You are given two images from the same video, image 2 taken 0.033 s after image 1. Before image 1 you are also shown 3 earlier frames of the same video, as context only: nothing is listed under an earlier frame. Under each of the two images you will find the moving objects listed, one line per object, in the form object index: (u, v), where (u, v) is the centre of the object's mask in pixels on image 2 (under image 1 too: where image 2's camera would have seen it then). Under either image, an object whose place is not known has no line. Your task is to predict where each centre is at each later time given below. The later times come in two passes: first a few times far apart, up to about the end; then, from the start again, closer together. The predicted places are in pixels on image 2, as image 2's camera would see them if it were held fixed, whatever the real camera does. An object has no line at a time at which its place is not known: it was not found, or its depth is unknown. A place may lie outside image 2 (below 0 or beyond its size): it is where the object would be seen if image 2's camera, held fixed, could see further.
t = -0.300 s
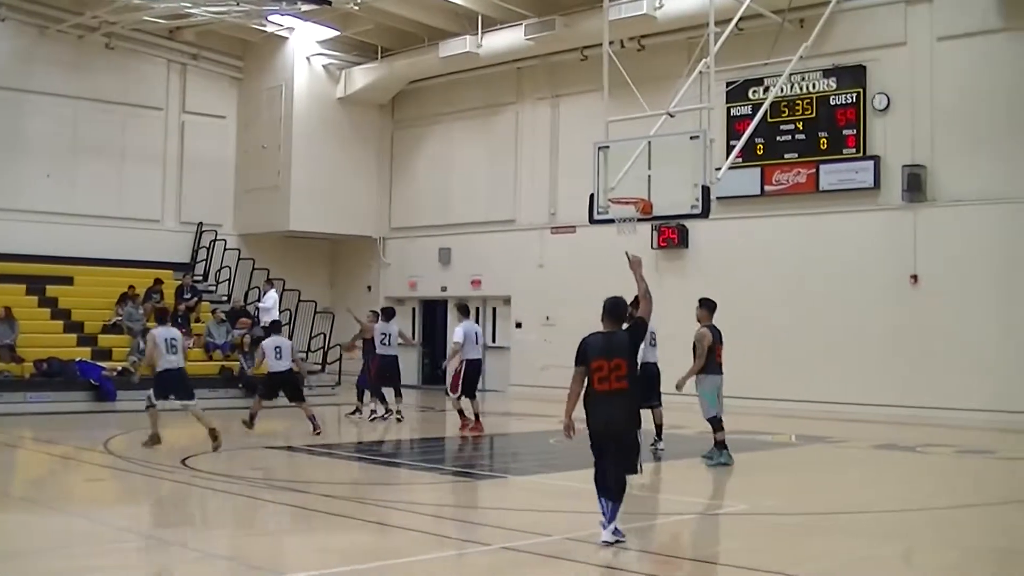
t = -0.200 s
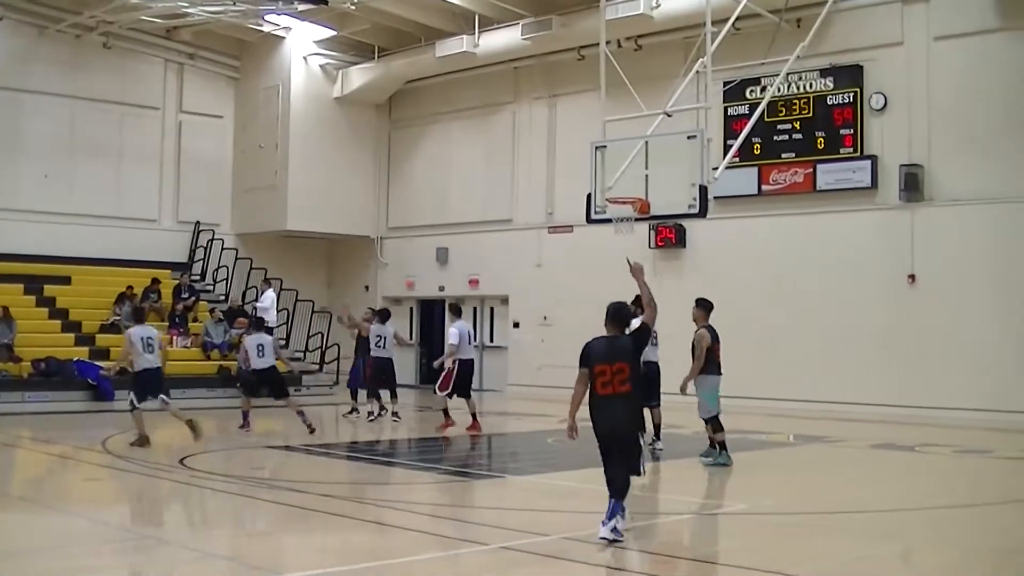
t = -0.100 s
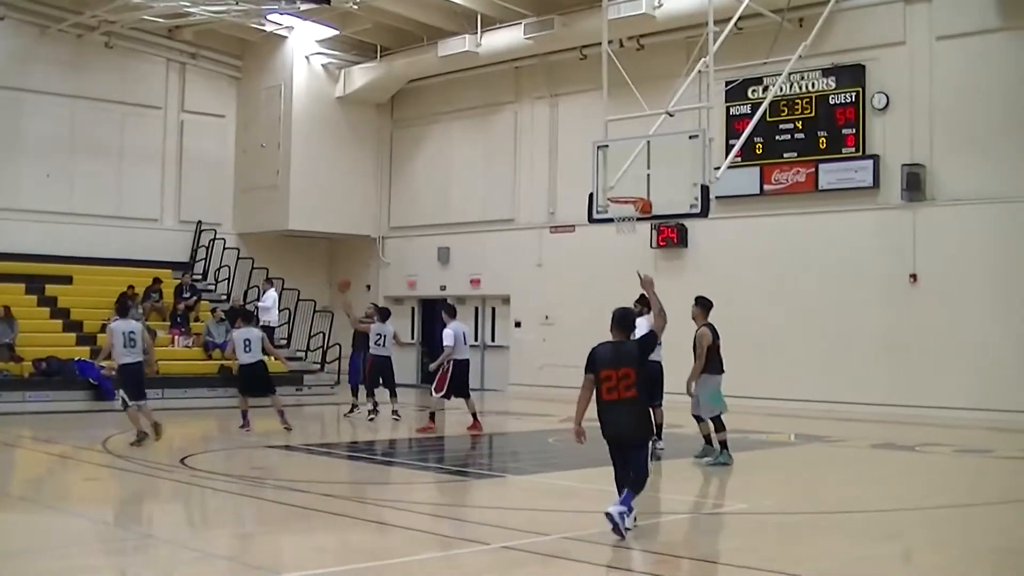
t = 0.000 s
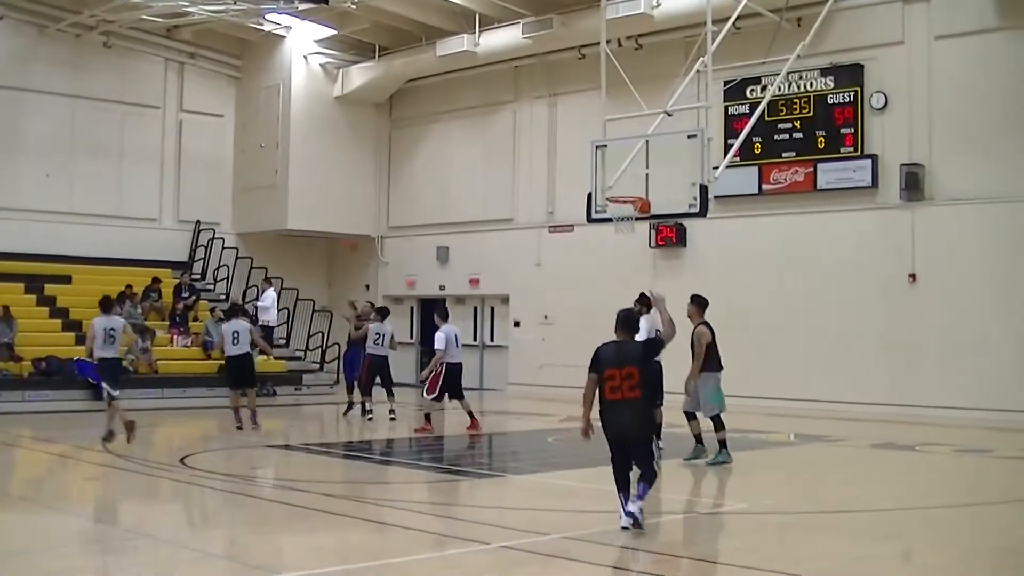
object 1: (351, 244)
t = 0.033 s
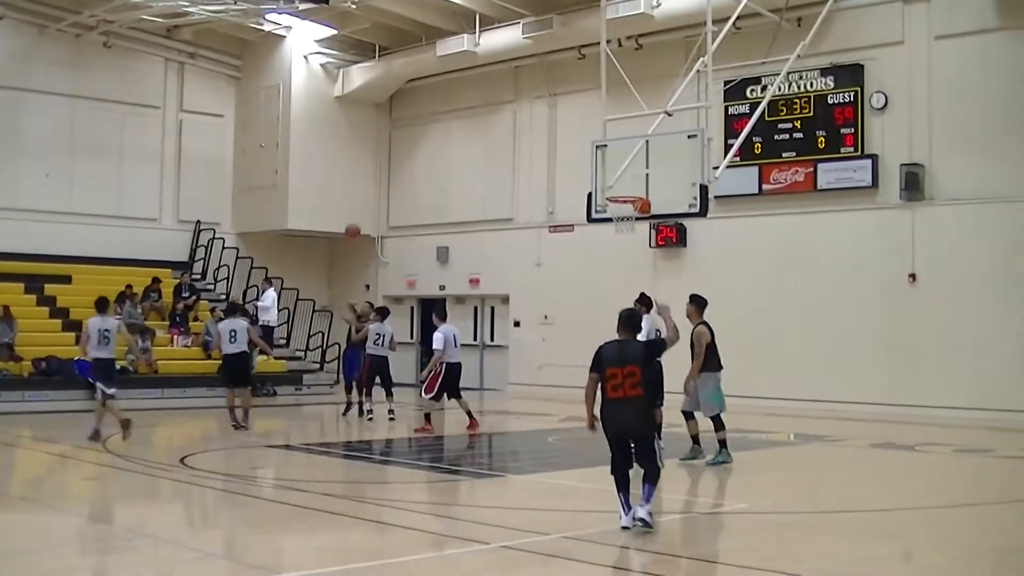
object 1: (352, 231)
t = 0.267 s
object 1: (371, 158)
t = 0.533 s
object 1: (398, 103)
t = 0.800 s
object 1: (432, 97)
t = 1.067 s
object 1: (476, 159)
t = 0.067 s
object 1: (355, 219)
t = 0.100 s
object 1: (358, 207)
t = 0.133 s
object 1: (360, 196)
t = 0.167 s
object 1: (363, 185)
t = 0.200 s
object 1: (366, 175)
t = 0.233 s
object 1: (368, 166)
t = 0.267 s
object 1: (371, 158)
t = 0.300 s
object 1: (375, 148)
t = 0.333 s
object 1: (377, 140)
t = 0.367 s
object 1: (381, 133)
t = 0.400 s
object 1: (385, 127)
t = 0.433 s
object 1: (388, 120)
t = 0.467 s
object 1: (391, 114)
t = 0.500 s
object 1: (396, 110)
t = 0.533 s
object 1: (398, 103)
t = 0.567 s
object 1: (402, 99)
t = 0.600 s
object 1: (406, 96)
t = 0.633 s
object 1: (409, 95)
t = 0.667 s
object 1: (415, 95)
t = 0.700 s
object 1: (418, 94)
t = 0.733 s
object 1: (422, 95)
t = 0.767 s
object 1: (427, 96)
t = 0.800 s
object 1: (432, 97)
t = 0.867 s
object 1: (441, 105)
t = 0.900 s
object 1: (447, 111)
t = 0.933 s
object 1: (452, 117)
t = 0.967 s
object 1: (457, 126)
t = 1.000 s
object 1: (463, 135)
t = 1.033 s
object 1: (469, 146)
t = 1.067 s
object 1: (476, 159)
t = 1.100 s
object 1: (482, 173)
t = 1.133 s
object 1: (489, 189)
